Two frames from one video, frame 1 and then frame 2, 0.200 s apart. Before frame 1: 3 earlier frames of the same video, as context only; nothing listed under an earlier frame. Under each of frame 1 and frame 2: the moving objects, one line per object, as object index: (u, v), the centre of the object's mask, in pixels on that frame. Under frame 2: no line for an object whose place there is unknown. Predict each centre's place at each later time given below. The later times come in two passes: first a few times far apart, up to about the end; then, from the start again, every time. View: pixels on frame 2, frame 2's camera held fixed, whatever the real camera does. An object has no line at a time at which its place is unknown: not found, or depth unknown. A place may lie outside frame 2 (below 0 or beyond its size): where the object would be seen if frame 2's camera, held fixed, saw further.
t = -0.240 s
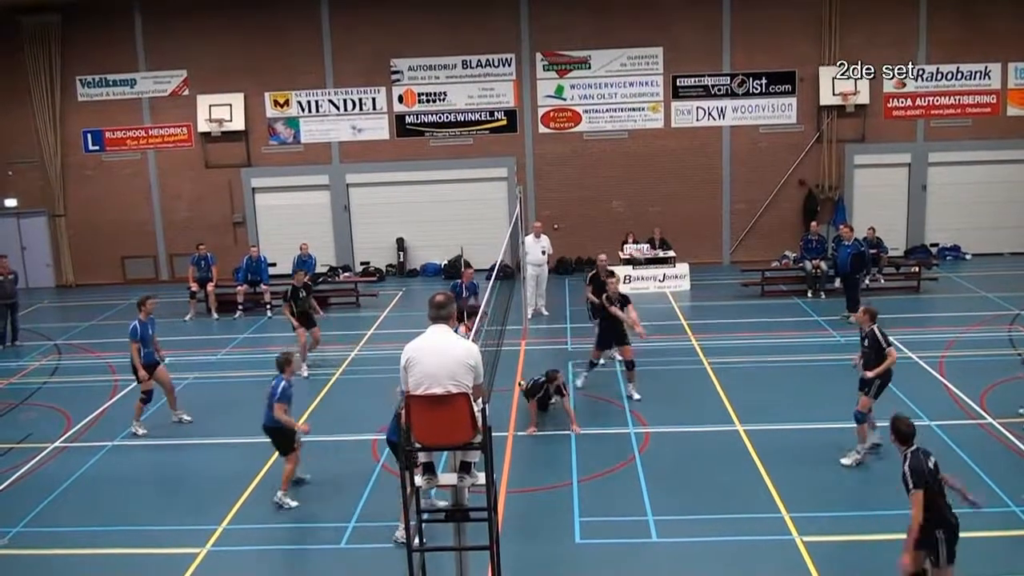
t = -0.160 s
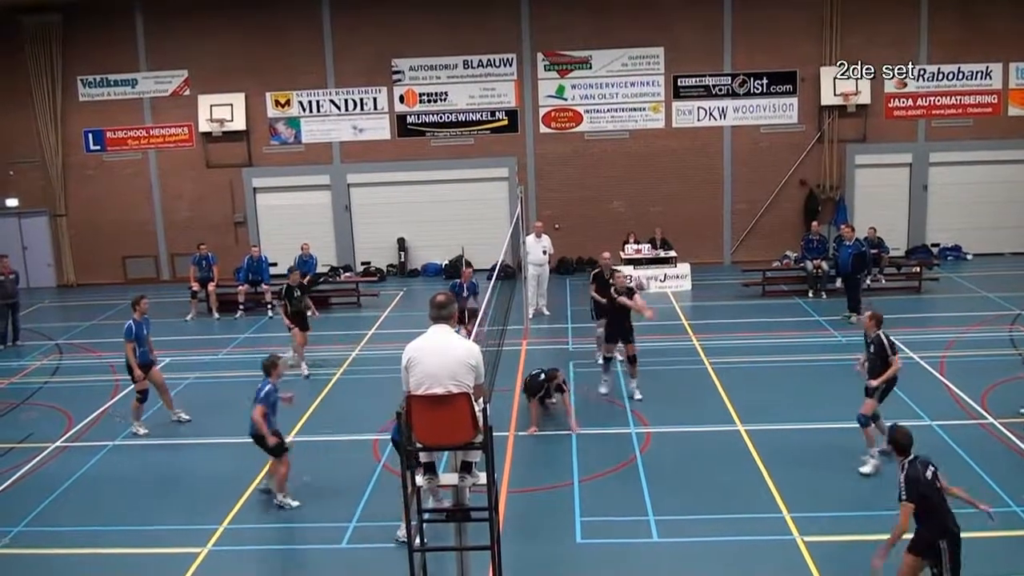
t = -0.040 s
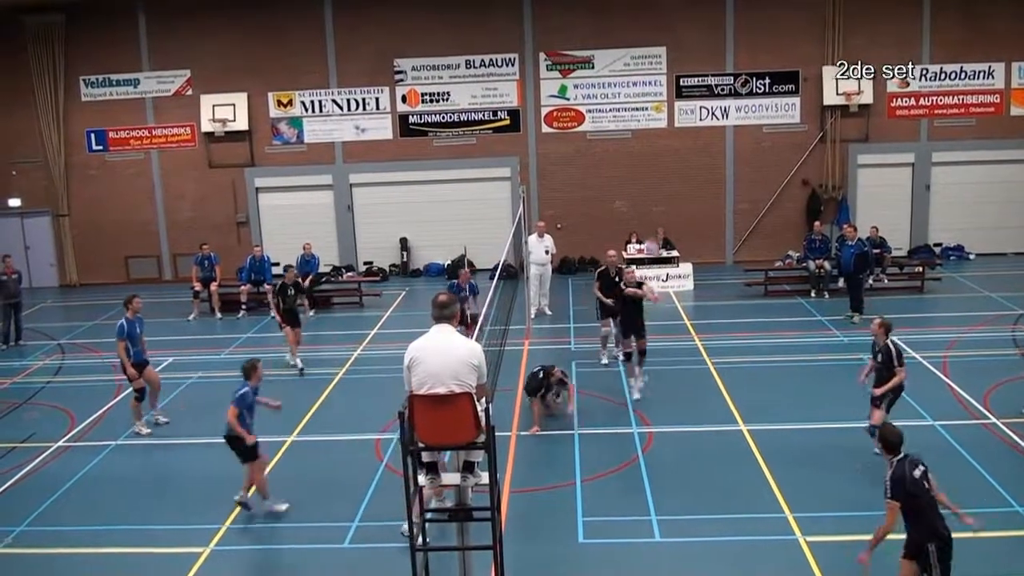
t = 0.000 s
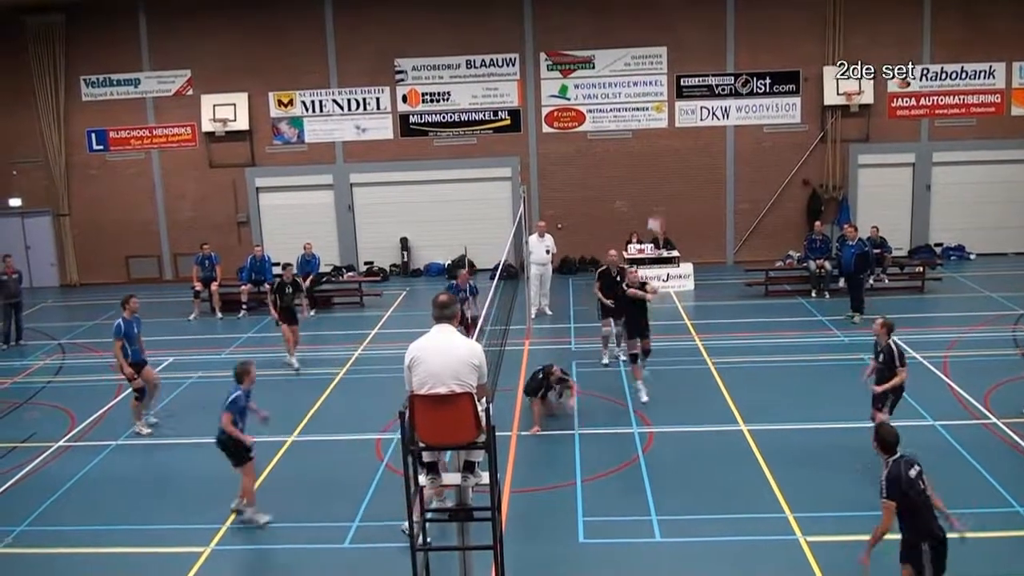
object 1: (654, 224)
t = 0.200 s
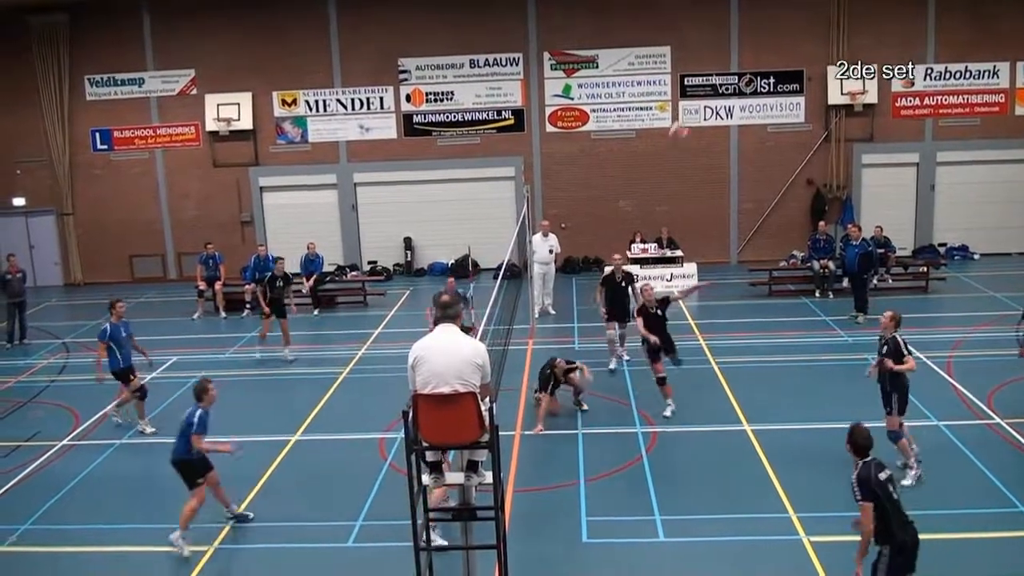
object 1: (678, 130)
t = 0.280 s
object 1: (687, 99)
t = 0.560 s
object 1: (721, 24)
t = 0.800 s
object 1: (757, 19)
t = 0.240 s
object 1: (683, 116)
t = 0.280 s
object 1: (687, 99)
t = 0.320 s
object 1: (691, 85)
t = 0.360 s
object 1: (697, 71)
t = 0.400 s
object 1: (701, 59)
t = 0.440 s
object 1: (706, 48)
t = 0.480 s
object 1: (712, 39)
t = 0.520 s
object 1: (717, 31)
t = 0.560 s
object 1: (721, 24)
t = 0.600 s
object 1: (727, 19)
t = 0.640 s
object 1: (733, 15)
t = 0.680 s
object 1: (739, 13)
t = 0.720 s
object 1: (744, 14)
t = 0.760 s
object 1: (751, 16)
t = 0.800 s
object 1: (757, 19)
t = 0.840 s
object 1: (763, 24)
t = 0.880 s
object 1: (769, 31)
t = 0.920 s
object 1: (775, 40)
